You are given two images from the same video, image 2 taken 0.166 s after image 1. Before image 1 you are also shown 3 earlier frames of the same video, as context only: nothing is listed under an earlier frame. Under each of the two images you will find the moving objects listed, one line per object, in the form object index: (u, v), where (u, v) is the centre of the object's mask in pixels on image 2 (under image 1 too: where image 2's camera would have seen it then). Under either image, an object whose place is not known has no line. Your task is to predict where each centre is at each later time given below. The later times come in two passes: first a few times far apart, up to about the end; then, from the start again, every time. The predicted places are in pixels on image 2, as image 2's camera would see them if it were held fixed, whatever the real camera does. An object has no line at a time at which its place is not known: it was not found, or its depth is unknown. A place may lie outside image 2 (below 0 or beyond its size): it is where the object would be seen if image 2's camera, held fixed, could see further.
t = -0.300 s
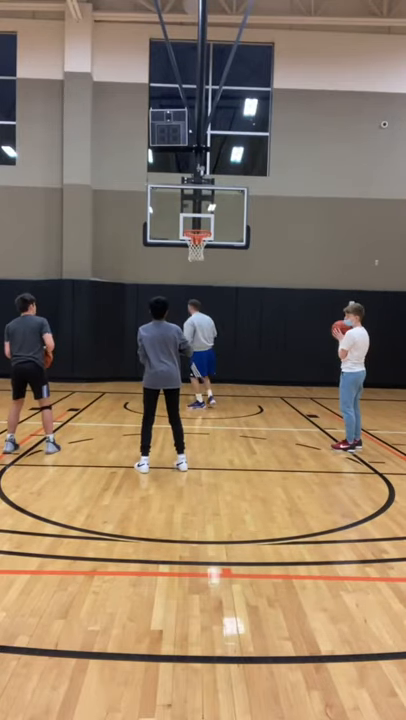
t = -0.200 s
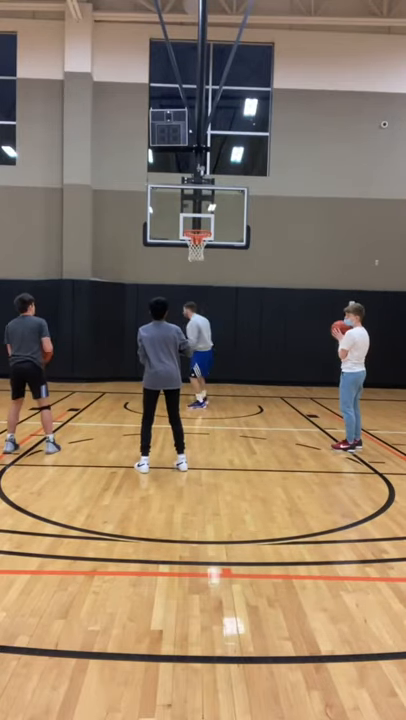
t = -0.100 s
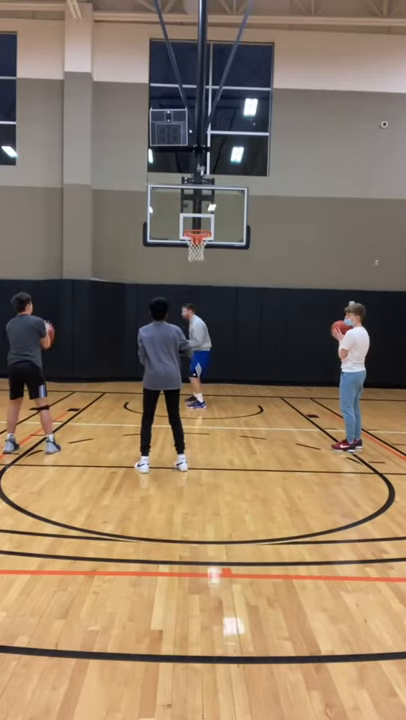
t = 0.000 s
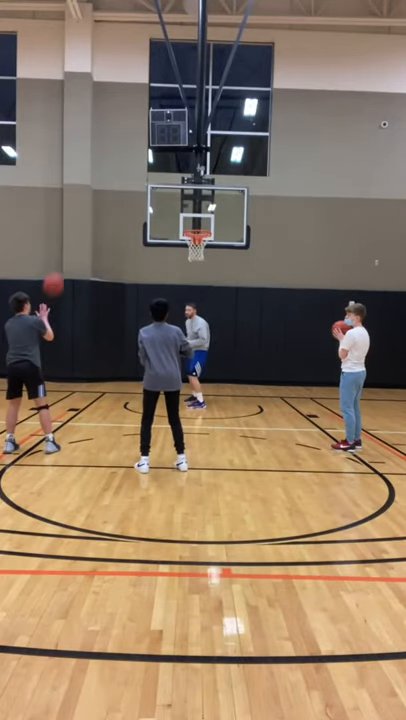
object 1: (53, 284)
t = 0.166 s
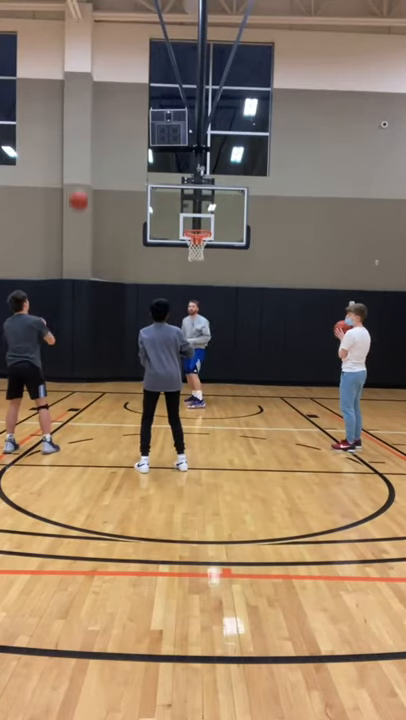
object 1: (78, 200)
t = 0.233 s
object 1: (87, 175)
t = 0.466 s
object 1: (117, 114)
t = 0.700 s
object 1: (142, 100)
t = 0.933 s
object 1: (164, 120)
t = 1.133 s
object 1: (181, 165)
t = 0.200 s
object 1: (83, 187)
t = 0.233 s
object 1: (87, 175)
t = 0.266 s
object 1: (92, 163)
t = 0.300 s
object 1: (96, 153)
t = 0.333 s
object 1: (100, 143)
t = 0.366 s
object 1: (105, 134)
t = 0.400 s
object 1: (109, 127)
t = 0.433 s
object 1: (113, 121)
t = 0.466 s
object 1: (117, 114)
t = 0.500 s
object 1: (120, 110)
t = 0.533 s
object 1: (124, 106)
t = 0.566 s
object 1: (128, 103)
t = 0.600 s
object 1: (131, 101)
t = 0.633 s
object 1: (135, 100)
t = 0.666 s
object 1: (138, 100)
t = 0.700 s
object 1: (142, 100)
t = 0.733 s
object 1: (145, 101)
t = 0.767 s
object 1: (149, 102)
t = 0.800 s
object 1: (152, 104)
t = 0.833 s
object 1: (155, 107)
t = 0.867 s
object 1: (158, 112)
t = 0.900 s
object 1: (161, 116)
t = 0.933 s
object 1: (164, 120)
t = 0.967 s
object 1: (167, 128)
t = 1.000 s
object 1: (169, 135)
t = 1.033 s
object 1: (172, 141)
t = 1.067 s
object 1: (175, 149)
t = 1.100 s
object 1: (178, 157)
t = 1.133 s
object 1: (181, 165)
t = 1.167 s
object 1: (183, 174)
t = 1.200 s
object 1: (185, 184)
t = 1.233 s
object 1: (187, 195)
